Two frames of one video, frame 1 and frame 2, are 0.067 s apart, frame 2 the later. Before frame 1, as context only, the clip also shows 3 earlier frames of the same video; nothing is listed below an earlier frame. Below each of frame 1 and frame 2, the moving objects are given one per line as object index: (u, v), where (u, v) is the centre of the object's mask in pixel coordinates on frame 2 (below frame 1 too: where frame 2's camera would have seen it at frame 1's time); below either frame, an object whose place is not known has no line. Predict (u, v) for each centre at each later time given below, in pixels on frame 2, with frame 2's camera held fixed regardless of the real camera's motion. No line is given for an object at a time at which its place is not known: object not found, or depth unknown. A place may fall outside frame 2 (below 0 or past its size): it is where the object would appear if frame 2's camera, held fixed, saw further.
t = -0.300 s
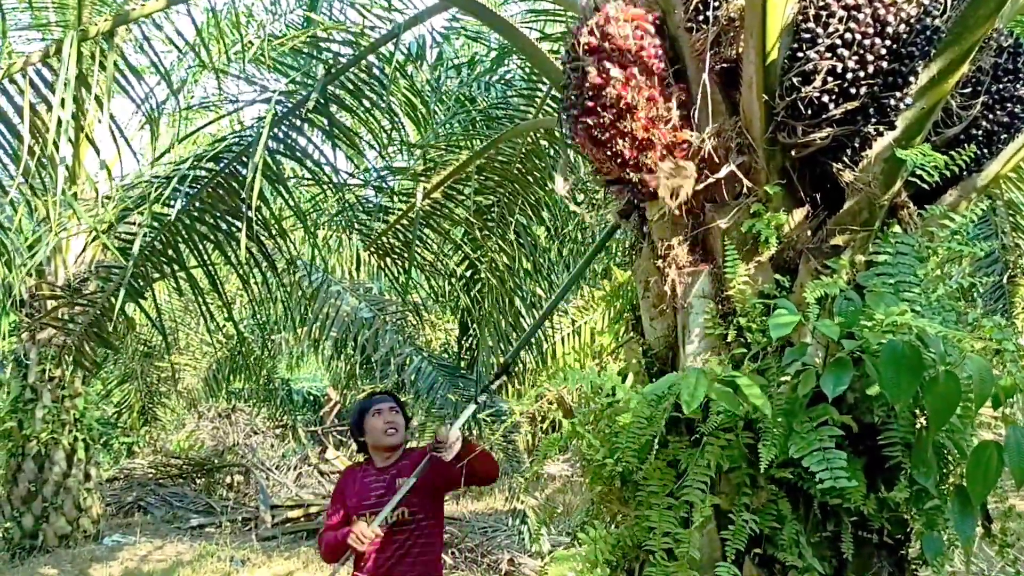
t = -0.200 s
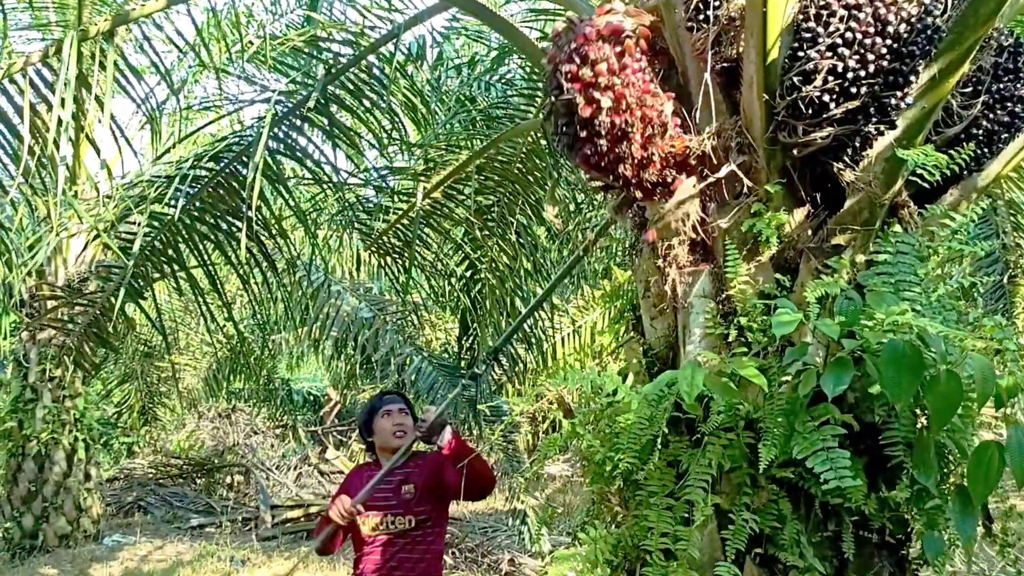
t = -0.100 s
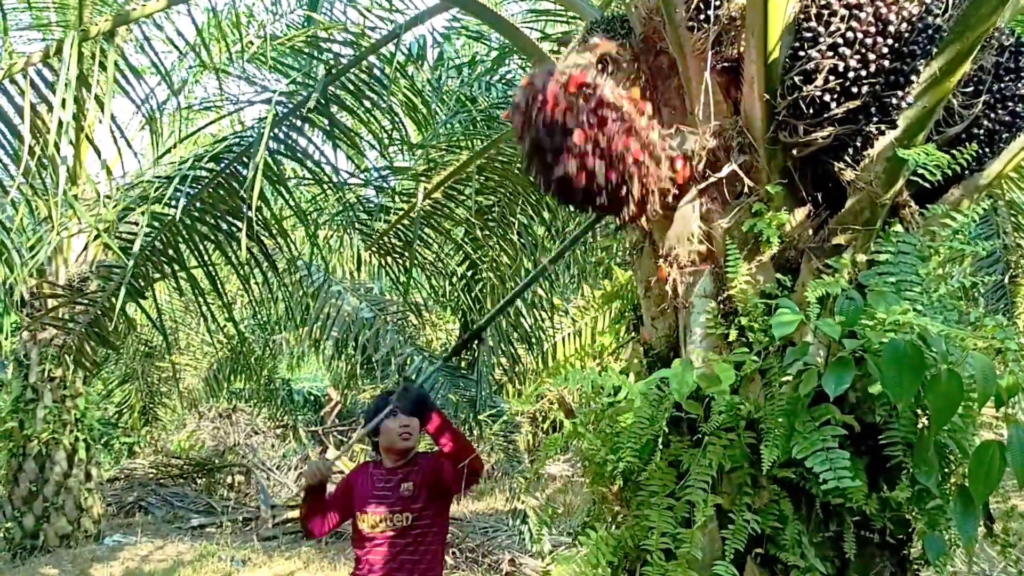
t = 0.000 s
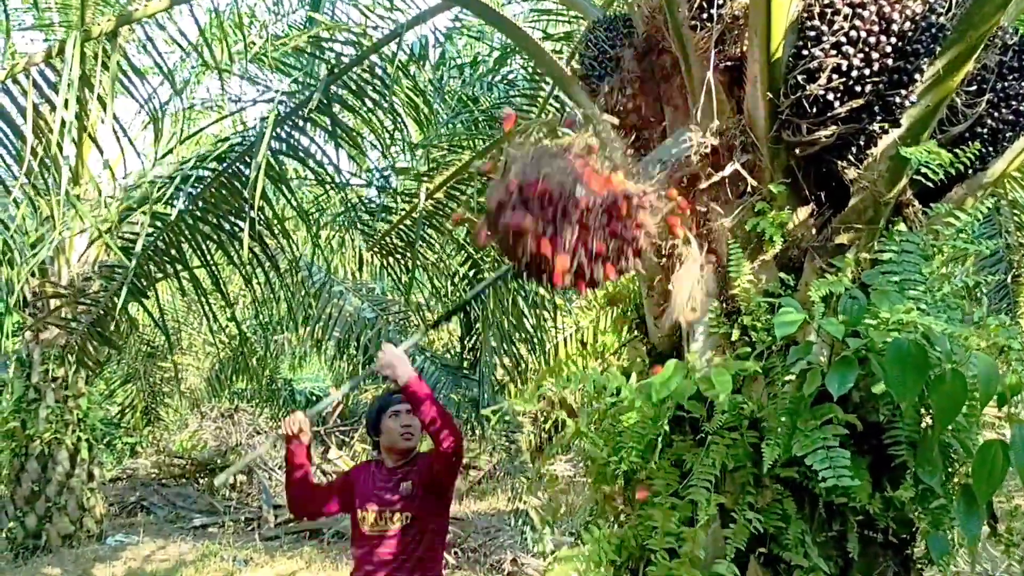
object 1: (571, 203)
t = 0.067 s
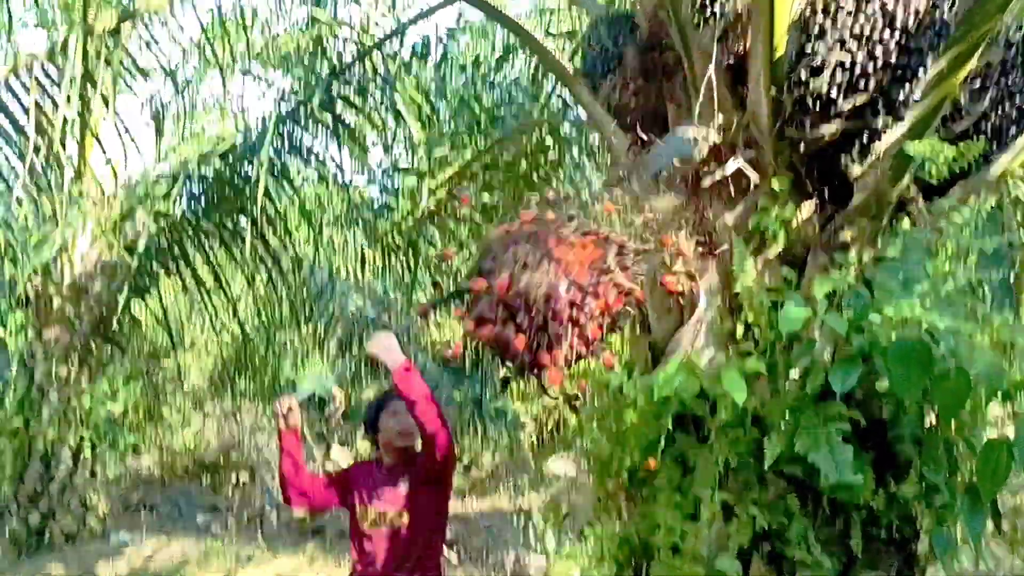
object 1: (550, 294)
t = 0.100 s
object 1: (538, 342)
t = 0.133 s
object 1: (527, 394)
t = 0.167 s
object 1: (517, 451)
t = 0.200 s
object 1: (504, 515)
